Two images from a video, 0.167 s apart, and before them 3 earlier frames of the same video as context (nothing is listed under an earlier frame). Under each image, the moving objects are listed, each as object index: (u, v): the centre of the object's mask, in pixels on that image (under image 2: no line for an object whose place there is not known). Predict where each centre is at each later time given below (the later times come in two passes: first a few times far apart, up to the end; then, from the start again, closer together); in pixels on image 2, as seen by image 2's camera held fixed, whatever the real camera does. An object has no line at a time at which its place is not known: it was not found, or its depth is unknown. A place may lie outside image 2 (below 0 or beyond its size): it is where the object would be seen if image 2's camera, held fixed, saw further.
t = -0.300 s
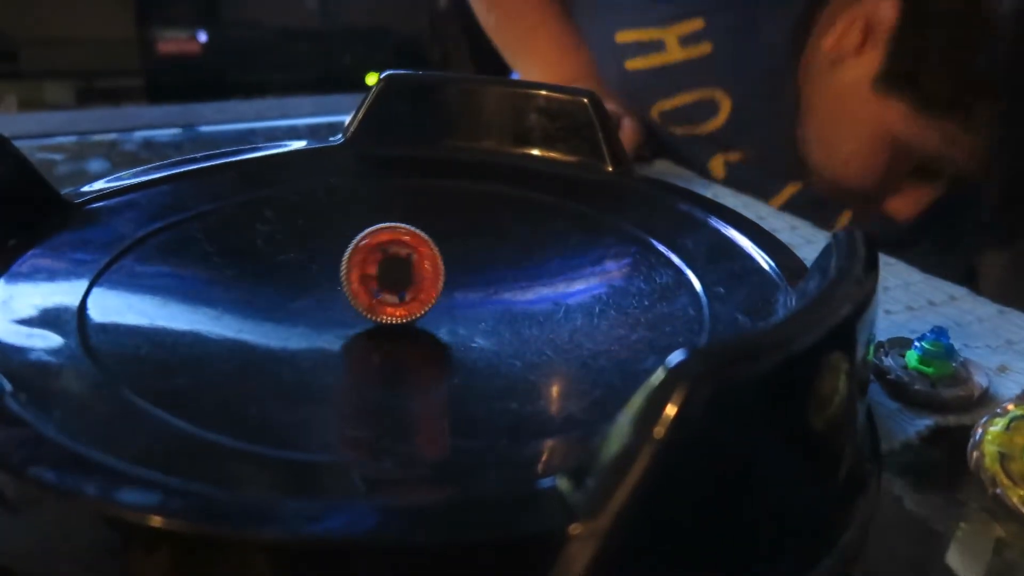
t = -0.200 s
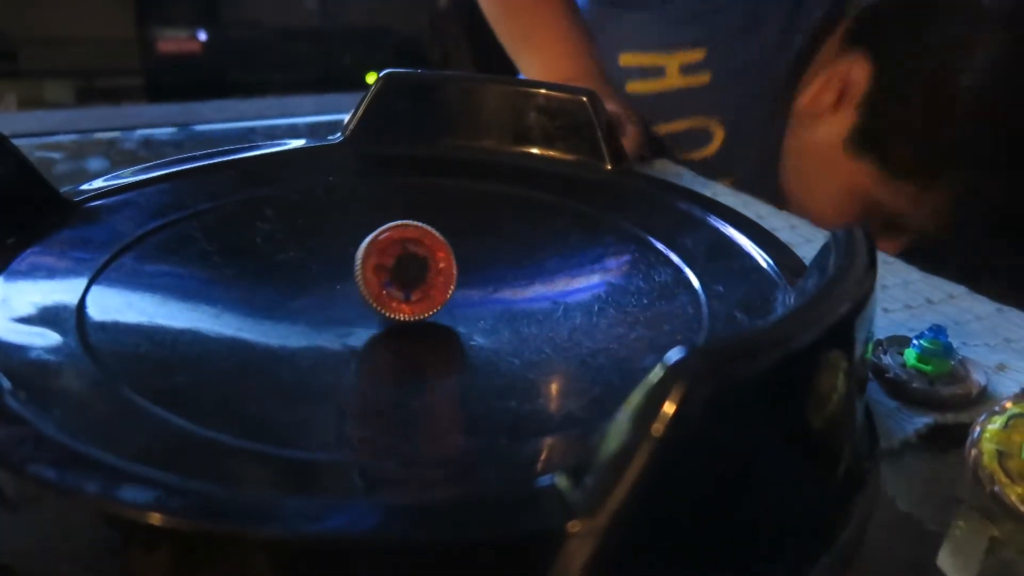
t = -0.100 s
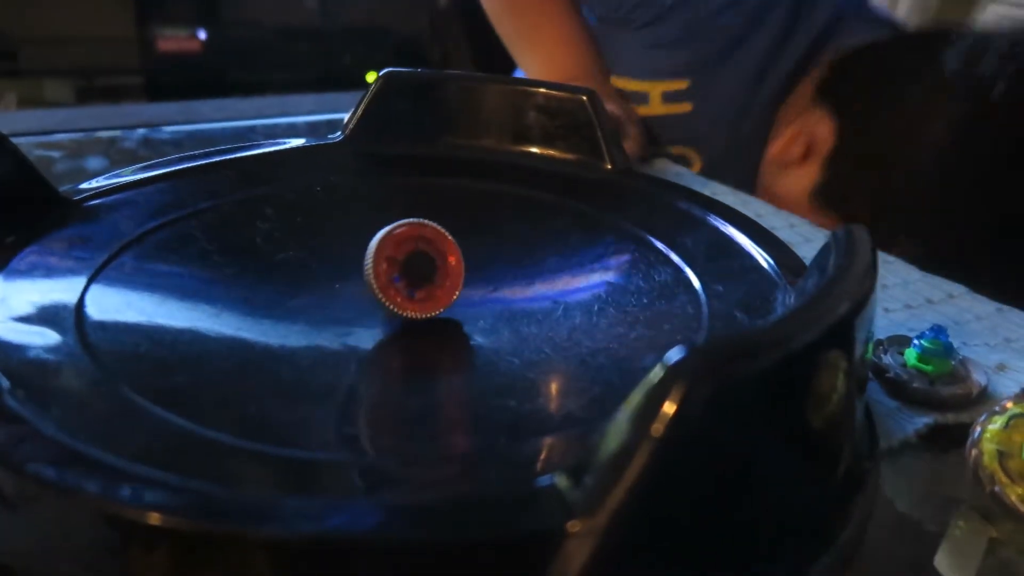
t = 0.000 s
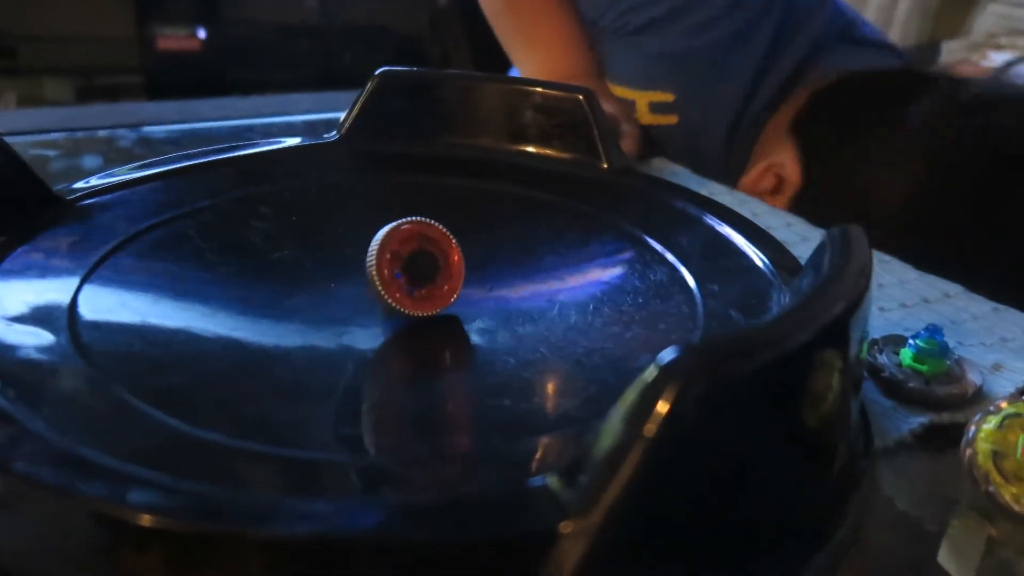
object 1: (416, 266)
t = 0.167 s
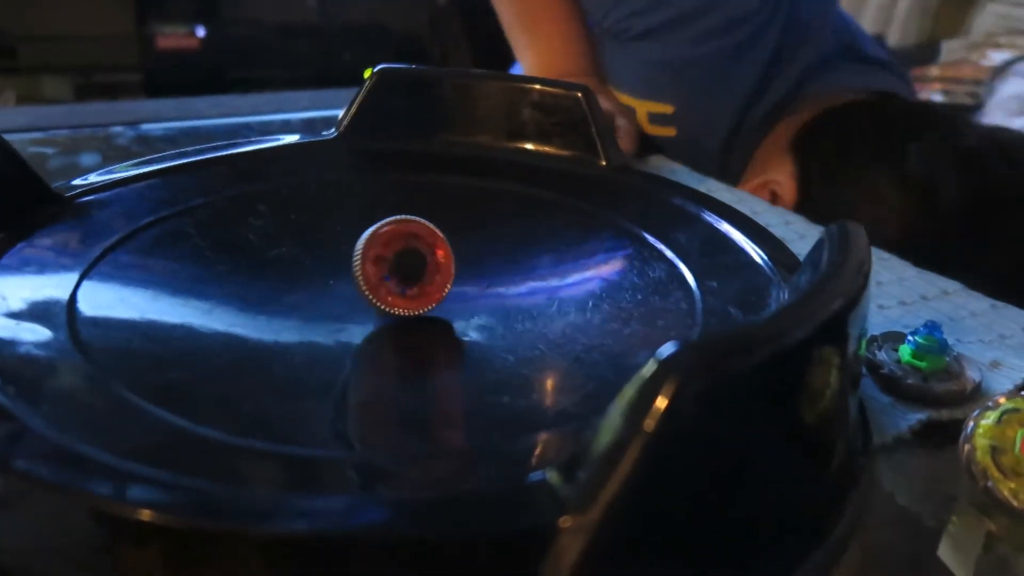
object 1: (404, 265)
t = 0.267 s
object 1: (391, 267)
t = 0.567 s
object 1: (371, 266)
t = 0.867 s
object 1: (403, 265)
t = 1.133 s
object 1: (405, 265)
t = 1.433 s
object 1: (376, 266)
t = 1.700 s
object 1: (382, 266)
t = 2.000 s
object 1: (409, 264)
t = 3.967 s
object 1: (405, 265)
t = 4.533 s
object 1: (376, 266)
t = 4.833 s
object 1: (404, 265)
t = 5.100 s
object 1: (393, 266)
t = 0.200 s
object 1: (400, 266)
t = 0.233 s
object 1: (396, 267)
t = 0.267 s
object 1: (391, 267)
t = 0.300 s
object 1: (385, 267)
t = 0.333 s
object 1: (380, 267)
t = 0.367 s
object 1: (375, 266)
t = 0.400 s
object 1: (371, 266)
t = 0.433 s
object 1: (368, 265)
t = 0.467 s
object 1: (367, 265)
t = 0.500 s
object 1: (367, 265)
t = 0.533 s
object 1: (368, 265)
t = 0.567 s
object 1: (371, 266)
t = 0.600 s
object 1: (373, 266)
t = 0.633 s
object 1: (377, 267)
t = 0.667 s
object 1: (380, 267)
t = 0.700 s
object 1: (384, 267)
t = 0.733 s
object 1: (389, 267)
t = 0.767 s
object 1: (393, 267)
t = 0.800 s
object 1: (397, 266)
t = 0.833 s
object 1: (400, 266)
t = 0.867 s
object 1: (403, 265)
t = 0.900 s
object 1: (405, 265)
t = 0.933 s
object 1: (406, 265)
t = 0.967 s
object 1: (407, 265)
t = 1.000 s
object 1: (408, 264)
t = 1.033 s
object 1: (408, 265)
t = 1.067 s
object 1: (407, 265)
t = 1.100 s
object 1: (406, 265)
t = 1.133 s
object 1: (405, 265)
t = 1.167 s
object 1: (403, 265)
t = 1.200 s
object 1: (400, 265)
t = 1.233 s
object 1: (398, 266)
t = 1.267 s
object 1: (394, 266)
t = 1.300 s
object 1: (391, 266)
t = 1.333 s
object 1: (387, 266)
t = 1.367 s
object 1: (382, 266)
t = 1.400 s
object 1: (379, 266)
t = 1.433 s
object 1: (376, 266)
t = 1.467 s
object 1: (373, 265)
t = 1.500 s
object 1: (372, 265)
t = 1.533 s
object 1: (371, 265)
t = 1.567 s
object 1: (371, 265)
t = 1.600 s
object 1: (373, 265)
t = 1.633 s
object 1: (375, 266)
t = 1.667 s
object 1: (378, 266)
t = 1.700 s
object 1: (382, 266)
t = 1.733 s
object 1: (386, 266)
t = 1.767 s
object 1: (391, 266)
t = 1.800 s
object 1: (395, 266)
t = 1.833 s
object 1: (399, 265)
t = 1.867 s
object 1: (403, 265)
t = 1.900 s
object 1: (405, 265)
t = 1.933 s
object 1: (407, 264)
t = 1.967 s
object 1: (408, 264)
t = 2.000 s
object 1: (409, 264)
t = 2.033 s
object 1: (409, 263)
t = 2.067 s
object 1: (409, 264)
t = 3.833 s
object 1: (398, 266)
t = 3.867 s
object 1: (400, 266)
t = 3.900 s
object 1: (403, 265)
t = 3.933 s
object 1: (404, 265)
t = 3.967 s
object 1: (405, 265)
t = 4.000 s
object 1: (405, 265)
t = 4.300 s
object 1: (380, 266)
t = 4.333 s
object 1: (377, 266)
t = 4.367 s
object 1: (374, 266)
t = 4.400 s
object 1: (372, 266)
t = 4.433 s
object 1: (371, 265)
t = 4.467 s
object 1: (372, 266)
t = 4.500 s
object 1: (374, 266)
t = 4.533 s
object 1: (376, 266)
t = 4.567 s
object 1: (379, 266)
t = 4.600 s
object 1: (383, 267)
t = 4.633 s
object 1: (387, 267)
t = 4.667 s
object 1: (391, 267)
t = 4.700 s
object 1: (394, 266)
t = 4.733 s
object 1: (397, 266)
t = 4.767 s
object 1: (400, 266)
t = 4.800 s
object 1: (402, 266)
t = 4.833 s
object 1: (404, 265)
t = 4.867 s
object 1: (405, 265)
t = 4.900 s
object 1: (405, 265)
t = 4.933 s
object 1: (405, 265)
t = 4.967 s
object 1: (404, 265)
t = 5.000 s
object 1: (402, 265)
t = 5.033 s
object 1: (399, 265)
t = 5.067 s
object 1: (397, 266)
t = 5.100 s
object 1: (393, 266)
